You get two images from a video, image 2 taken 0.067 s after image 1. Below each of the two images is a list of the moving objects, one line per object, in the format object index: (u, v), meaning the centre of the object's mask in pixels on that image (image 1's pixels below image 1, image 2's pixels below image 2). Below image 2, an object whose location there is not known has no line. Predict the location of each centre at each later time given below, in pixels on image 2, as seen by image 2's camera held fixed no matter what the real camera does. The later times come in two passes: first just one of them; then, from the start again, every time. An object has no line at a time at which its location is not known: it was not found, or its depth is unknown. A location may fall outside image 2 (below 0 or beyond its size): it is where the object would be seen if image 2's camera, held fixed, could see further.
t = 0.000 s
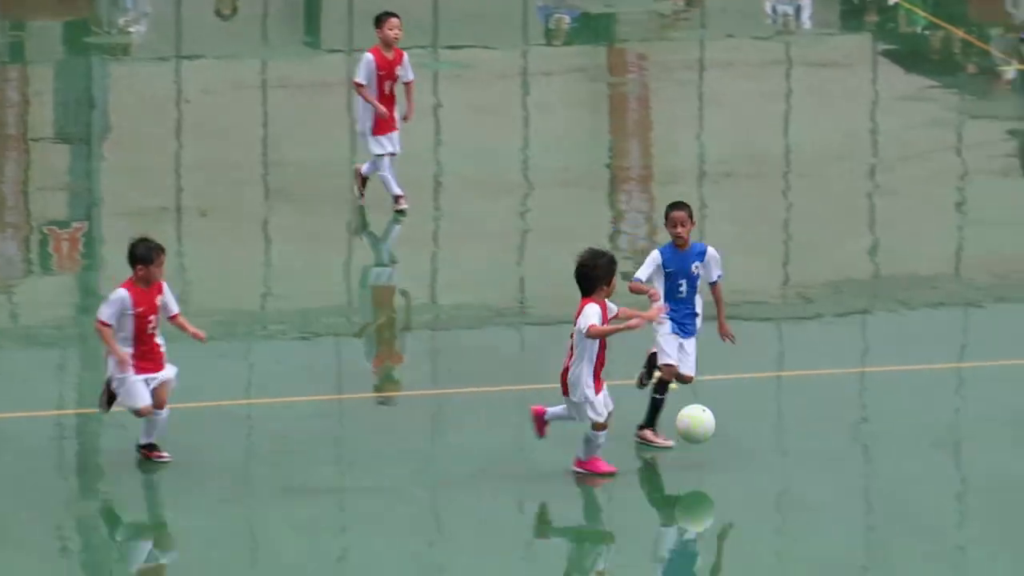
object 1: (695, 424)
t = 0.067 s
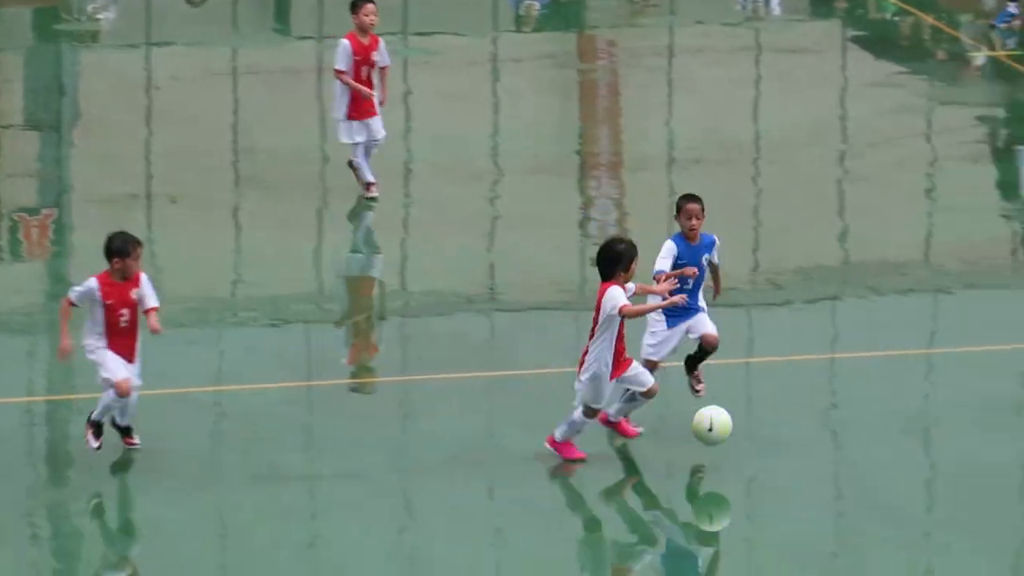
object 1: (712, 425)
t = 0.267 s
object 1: (853, 486)
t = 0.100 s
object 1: (735, 436)
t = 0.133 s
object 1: (759, 450)
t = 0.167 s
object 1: (783, 467)
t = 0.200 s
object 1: (807, 481)
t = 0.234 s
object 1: (830, 483)
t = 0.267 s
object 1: (853, 486)
